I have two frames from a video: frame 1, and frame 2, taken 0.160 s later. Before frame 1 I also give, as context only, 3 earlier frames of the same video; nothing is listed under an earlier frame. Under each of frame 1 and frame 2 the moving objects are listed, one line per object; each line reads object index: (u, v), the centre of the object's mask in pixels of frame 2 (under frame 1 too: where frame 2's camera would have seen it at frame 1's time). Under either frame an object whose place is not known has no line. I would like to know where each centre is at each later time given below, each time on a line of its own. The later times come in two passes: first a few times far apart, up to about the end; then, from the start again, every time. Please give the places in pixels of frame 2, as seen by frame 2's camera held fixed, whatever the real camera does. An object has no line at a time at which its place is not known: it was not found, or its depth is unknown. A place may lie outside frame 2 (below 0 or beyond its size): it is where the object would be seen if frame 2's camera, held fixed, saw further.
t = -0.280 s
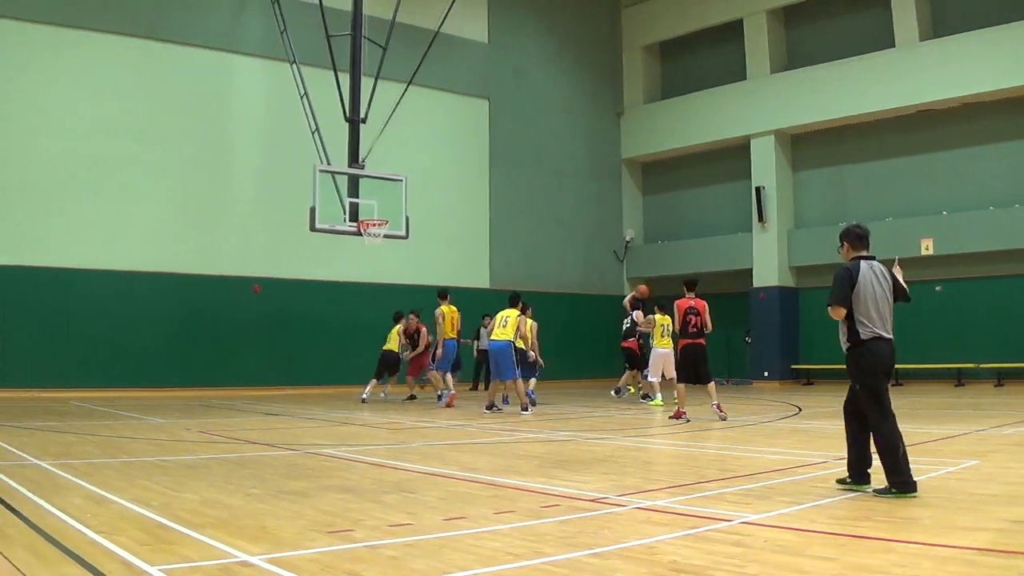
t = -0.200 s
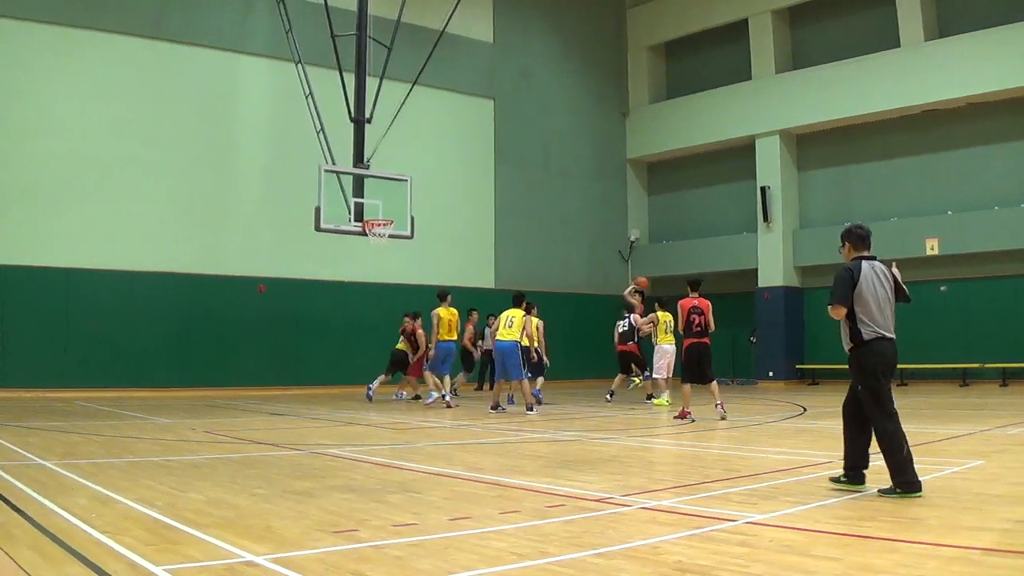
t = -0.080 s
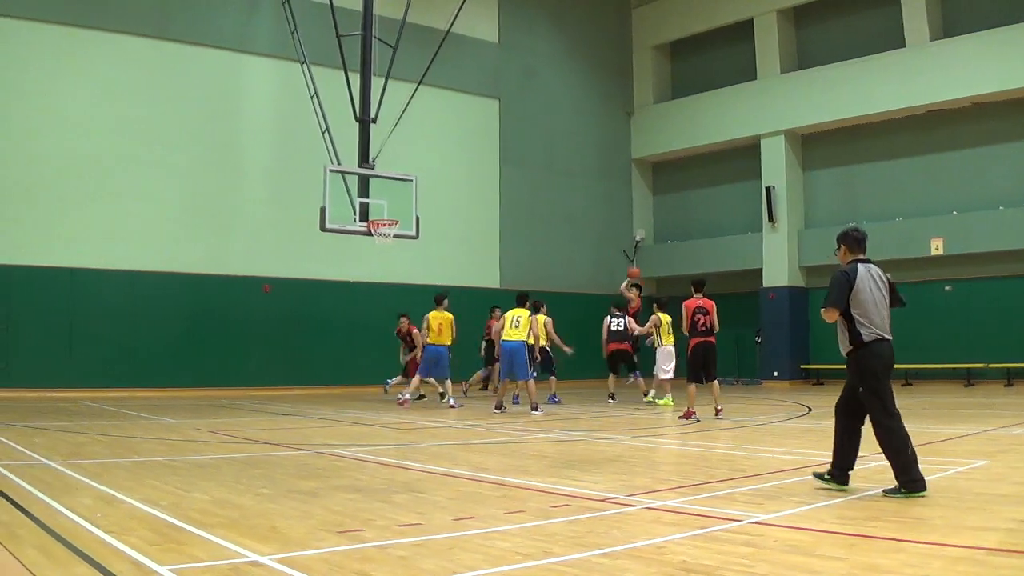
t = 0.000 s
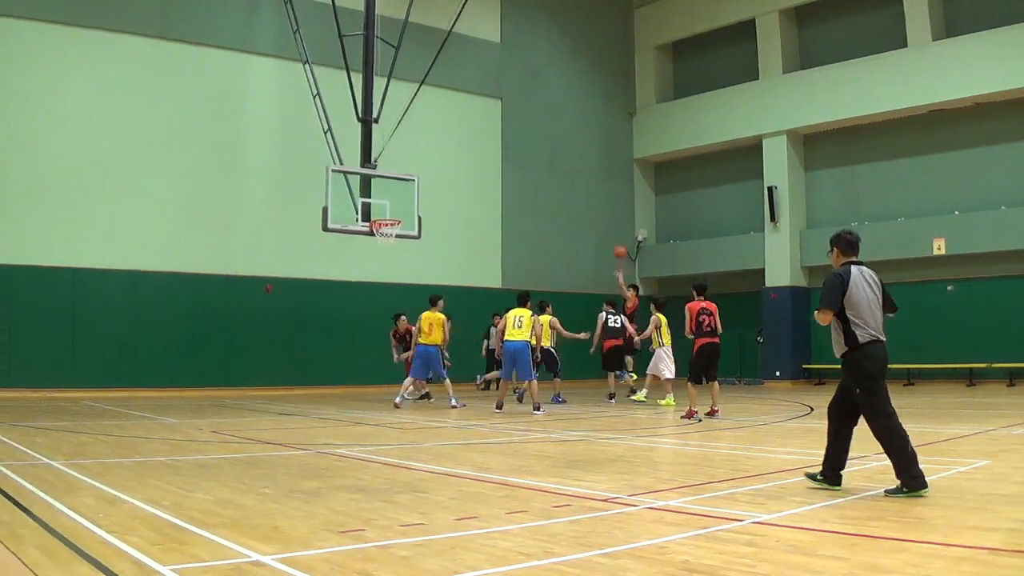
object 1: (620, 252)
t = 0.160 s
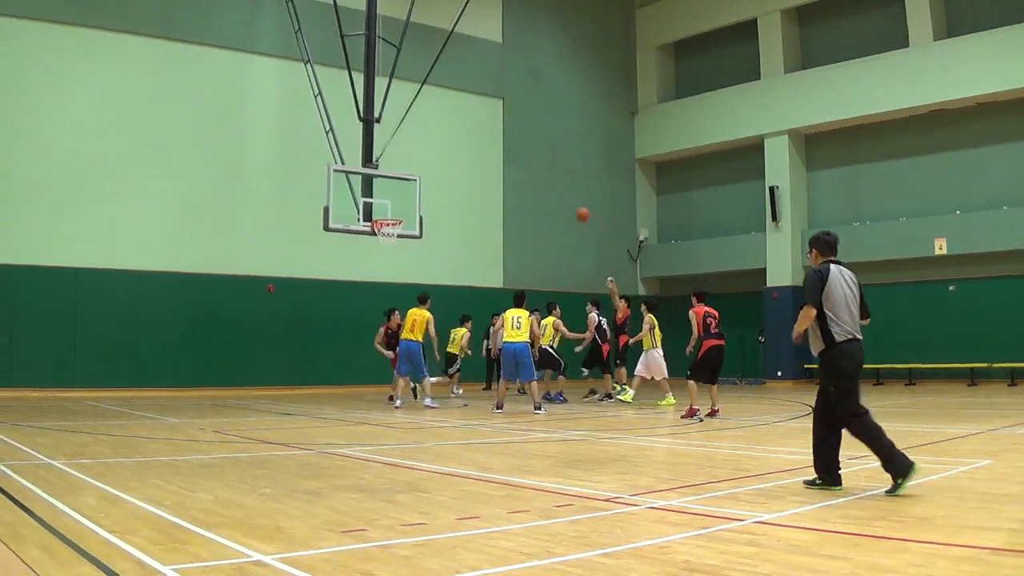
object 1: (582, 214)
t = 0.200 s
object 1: (572, 207)
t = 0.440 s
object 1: (512, 180)
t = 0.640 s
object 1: (460, 183)
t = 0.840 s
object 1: (408, 207)
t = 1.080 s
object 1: (364, 205)
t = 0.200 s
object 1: (572, 207)
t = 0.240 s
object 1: (563, 199)
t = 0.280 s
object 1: (553, 195)
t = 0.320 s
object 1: (543, 190)
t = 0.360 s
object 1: (532, 186)
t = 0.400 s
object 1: (523, 183)
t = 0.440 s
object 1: (512, 180)
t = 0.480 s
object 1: (502, 179)
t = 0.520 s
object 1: (492, 179)
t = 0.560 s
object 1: (481, 179)
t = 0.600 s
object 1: (471, 181)
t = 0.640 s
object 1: (460, 183)
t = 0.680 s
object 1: (450, 186)
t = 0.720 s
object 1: (439, 190)
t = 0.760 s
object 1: (429, 195)
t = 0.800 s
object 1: (418, 200)
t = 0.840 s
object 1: (408, 207)
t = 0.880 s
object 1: (398, 214)
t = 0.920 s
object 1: (391, 212)
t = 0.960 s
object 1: (385, 209)
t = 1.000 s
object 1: (378, 207)
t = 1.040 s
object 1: (372, 206)
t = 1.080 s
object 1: (364, 205)
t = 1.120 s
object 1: (359, 206)
